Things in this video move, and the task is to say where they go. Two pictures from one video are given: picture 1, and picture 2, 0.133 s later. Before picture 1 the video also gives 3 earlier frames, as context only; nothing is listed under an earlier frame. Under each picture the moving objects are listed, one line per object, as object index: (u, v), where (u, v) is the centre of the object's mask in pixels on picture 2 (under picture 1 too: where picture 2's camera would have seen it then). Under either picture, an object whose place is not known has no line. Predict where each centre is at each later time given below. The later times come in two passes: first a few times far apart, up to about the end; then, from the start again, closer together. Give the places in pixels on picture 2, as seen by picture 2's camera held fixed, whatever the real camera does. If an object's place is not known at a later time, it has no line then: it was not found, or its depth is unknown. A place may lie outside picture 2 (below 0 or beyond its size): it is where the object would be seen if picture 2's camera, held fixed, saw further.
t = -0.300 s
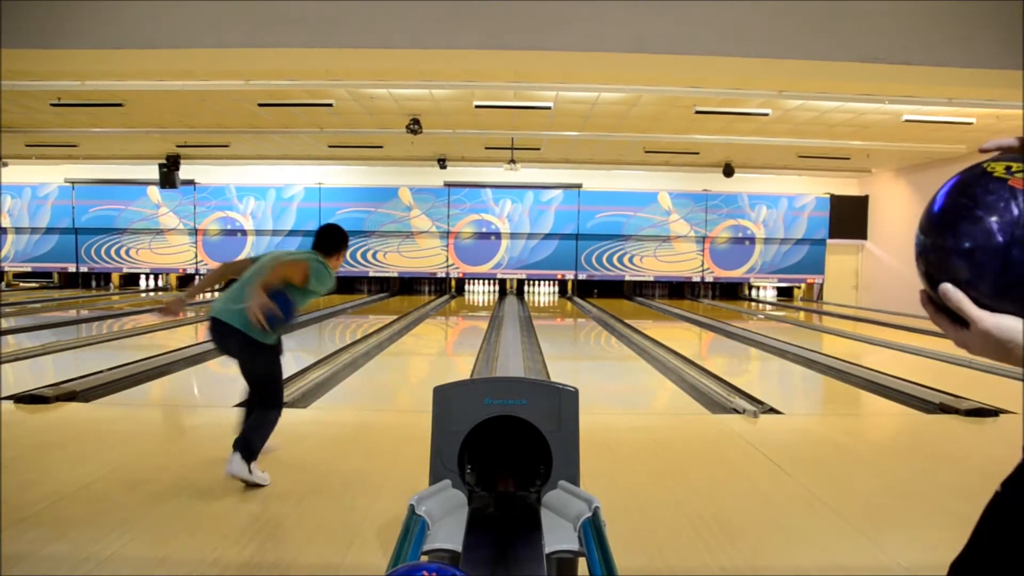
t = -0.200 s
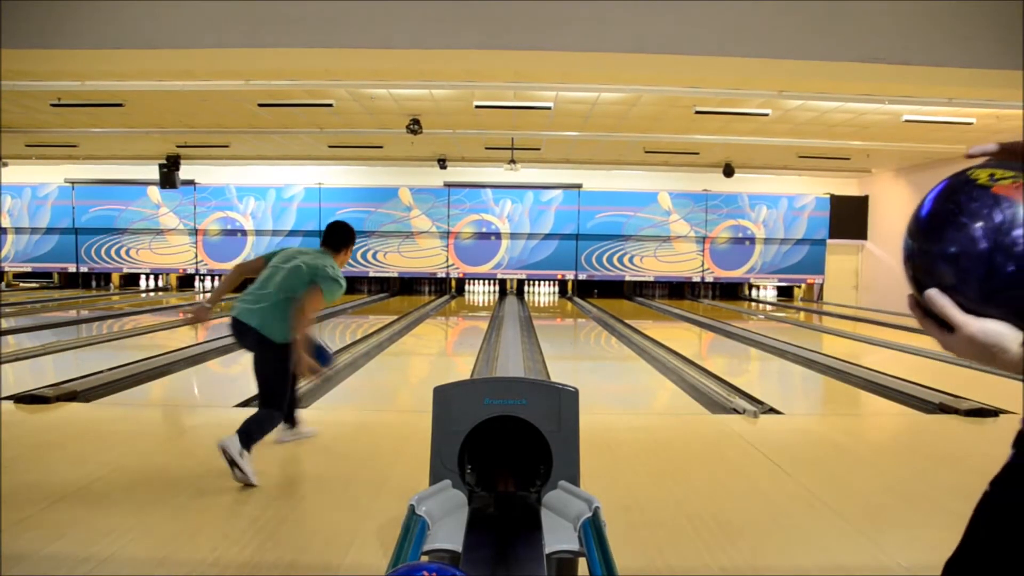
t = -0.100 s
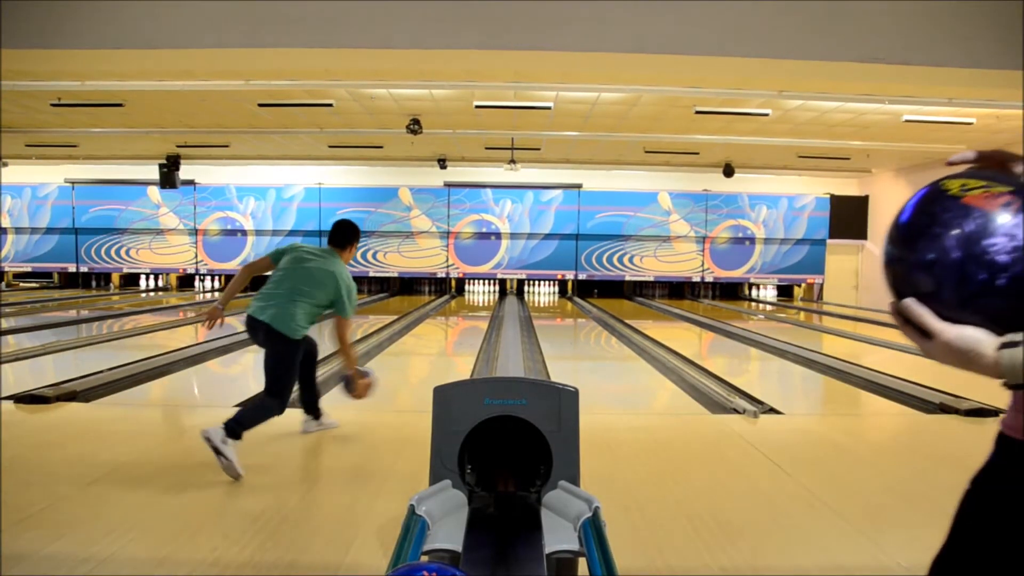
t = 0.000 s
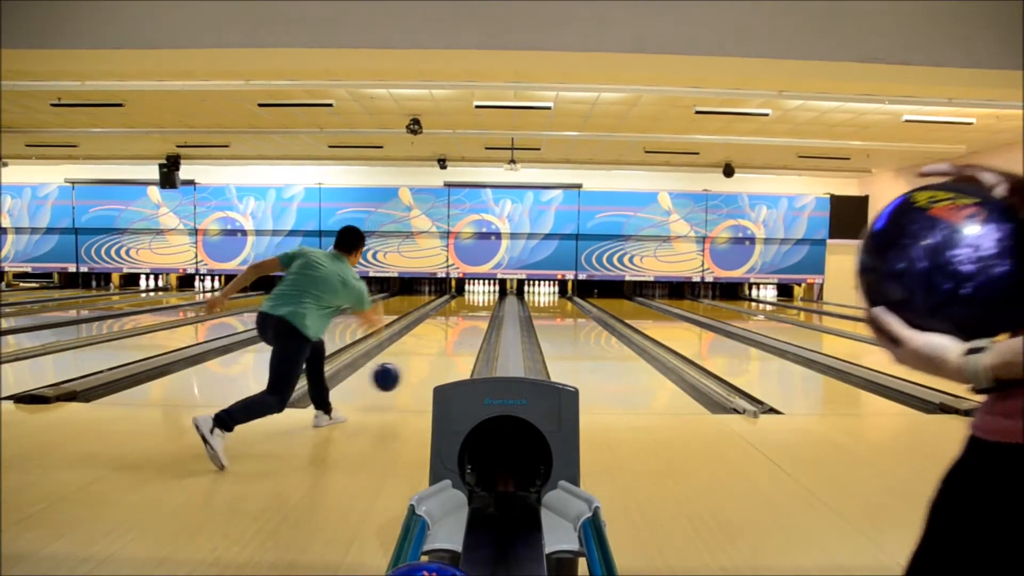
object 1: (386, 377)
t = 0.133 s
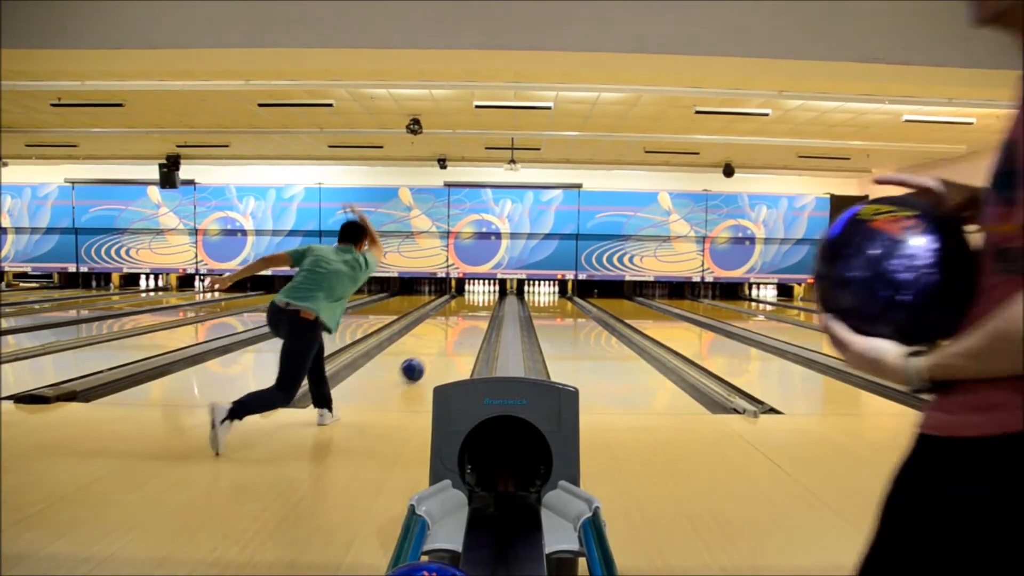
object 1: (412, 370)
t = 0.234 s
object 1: (427, 359)
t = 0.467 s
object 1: (451, 339)
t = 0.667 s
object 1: (463, 327)
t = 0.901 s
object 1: (474, 317)
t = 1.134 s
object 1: (481, 310)
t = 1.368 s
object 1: (486, 305)
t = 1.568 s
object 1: (488, 301)
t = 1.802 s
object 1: (489, 297)
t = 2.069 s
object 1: (490, 293)
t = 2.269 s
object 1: (490, 290)
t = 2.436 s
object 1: (489, 291)
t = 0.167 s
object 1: (418, 366)
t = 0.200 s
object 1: (423, 363)
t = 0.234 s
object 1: (427, 359)
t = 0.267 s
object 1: (431, 356)
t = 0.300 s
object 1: (435, 352)
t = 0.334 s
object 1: (438, 349)
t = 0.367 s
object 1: (442, 346)
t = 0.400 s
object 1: (445, 343)
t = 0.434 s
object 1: (448, 341)
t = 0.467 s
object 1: (451, 339)
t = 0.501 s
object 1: (453, 336)
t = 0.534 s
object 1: (455, 334)
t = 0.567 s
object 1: (458, 332)
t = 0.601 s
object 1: (460, 331)
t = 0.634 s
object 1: (461, 329)
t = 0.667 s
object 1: (463, 327)
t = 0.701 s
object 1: (465, 326)
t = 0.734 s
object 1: (467, 324)
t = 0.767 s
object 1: (468, 323)
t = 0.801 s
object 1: (470, 321)
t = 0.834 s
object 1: (472, 320)
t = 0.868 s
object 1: (473, 319)
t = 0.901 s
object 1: (474, 317)
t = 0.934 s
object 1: (475, 316)
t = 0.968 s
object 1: (476, 315)
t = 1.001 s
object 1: (477, 314)
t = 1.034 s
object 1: (478, 313)
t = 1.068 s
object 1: (479, 312)
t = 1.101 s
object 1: (480, 311)
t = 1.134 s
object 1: (481, 310)
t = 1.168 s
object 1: (482, 309)
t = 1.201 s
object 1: (483, 308)
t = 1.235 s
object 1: (483, 308)
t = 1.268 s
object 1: (484, 307)
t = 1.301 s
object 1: (485, 306)
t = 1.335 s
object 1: (485, 305)
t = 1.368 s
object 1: (486, 305)
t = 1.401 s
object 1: (486, 304)
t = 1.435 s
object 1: (487, 304)
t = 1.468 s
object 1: (487, 302)
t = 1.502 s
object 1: (487, 302)
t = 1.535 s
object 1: (488, 301)
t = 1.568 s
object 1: (488, 301)
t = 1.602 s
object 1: (488, 300)
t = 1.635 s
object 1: (488, 299)
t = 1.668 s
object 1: (489, 299)
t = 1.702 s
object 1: (489, 298)
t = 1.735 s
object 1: (490, 298)
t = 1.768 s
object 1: (489, 297)
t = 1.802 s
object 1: (489, 297)
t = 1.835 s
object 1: (489, 296)
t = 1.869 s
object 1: (490, 296)
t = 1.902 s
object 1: (490, 295)
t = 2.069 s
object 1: (490, 293)
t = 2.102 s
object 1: (490, 292)
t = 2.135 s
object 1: (490, 292)
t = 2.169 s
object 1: (490, 291)
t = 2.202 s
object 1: (490, 291)
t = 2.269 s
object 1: (490, 290)
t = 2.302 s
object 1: (490, 290)
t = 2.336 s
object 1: (490, 290)
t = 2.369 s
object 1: (489, 290)
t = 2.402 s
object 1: (489, 290)
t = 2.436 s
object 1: (489, 291)
